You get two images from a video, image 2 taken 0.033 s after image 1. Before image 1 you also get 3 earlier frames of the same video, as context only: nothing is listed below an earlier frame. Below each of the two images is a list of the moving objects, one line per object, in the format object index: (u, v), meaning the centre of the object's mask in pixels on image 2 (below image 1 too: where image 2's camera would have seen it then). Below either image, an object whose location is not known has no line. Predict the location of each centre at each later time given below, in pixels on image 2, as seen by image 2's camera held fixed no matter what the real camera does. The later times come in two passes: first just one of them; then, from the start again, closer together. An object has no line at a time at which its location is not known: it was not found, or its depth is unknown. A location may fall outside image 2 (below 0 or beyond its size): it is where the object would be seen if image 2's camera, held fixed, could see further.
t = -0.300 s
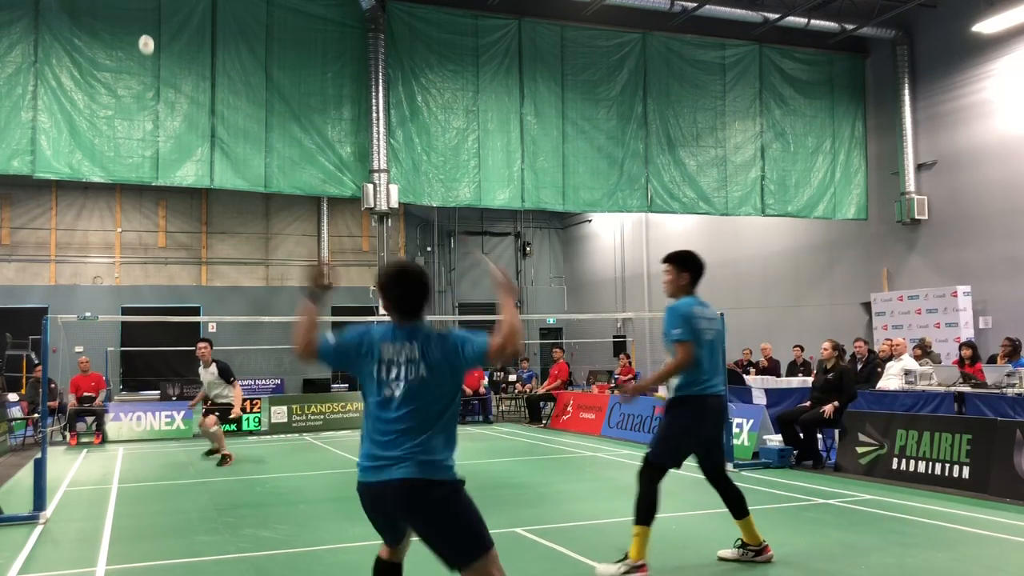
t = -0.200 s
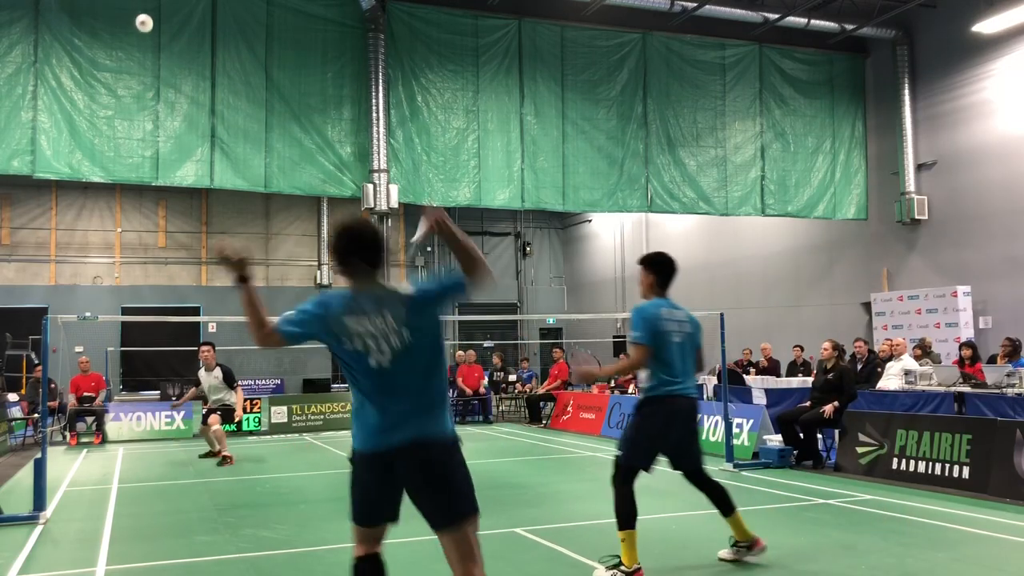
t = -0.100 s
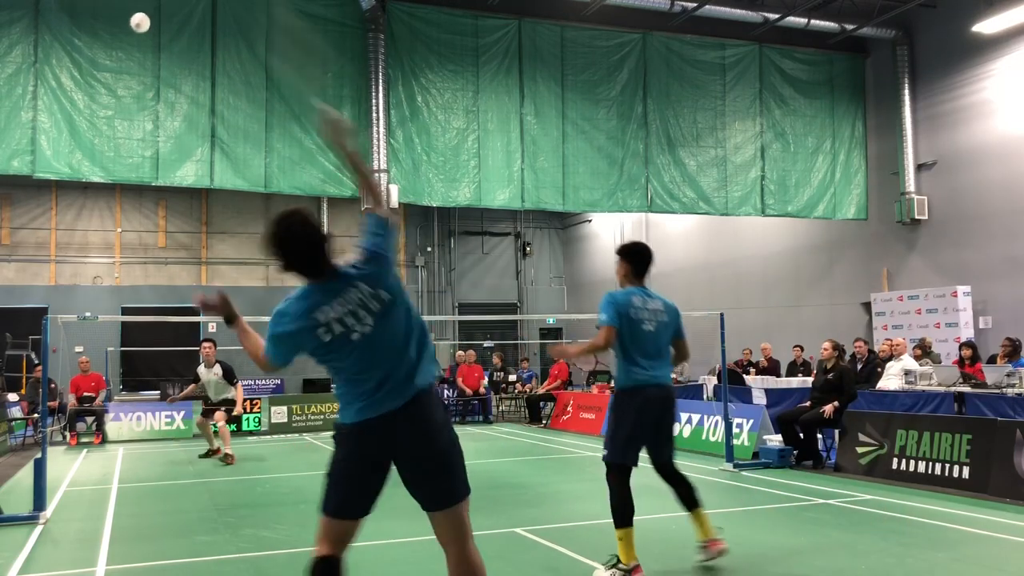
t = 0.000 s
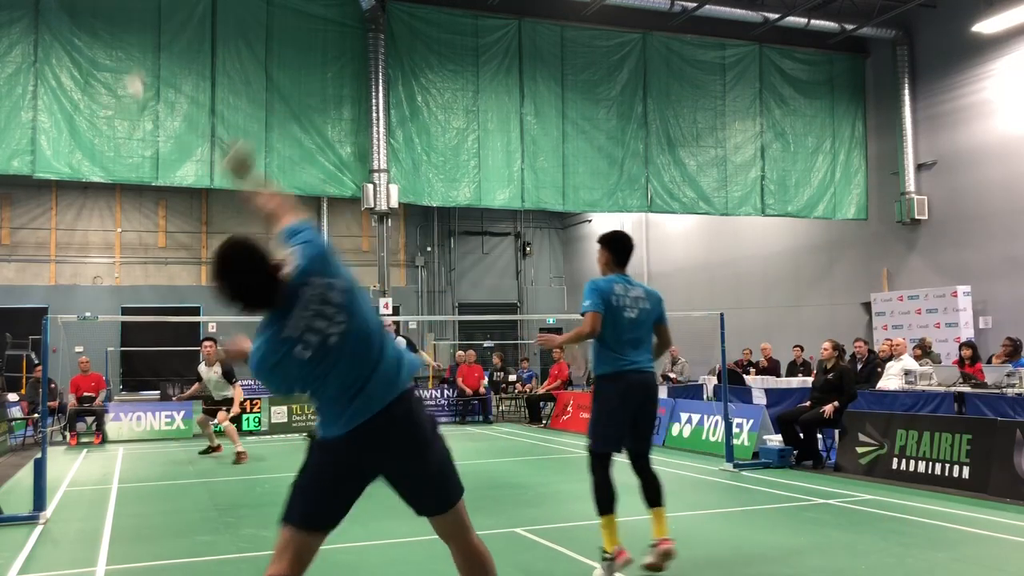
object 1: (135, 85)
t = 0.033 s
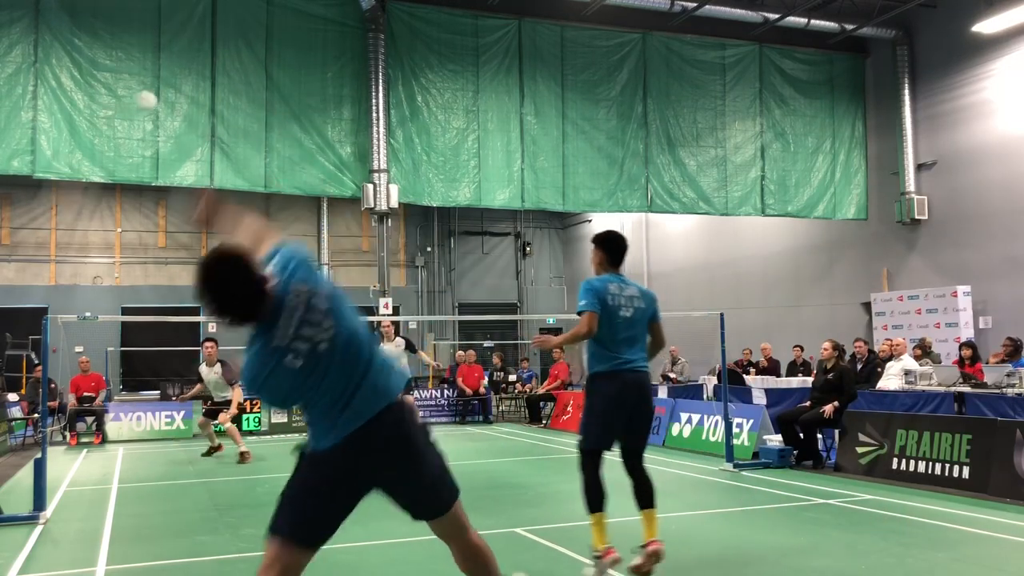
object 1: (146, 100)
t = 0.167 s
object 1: (142, 171)
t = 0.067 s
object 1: (148, 116)
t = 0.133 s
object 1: (141, 156)
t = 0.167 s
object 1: (142, 171)
